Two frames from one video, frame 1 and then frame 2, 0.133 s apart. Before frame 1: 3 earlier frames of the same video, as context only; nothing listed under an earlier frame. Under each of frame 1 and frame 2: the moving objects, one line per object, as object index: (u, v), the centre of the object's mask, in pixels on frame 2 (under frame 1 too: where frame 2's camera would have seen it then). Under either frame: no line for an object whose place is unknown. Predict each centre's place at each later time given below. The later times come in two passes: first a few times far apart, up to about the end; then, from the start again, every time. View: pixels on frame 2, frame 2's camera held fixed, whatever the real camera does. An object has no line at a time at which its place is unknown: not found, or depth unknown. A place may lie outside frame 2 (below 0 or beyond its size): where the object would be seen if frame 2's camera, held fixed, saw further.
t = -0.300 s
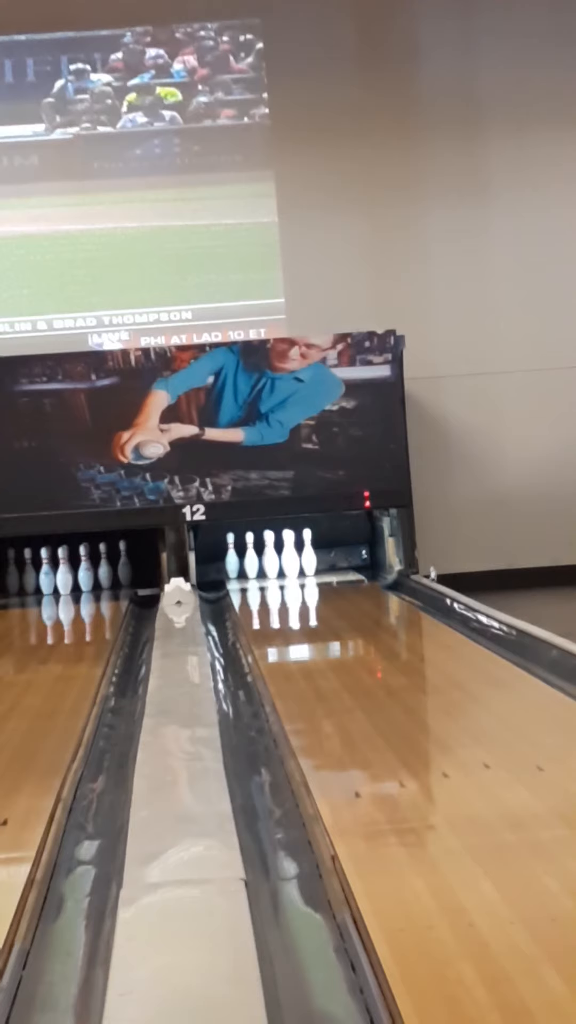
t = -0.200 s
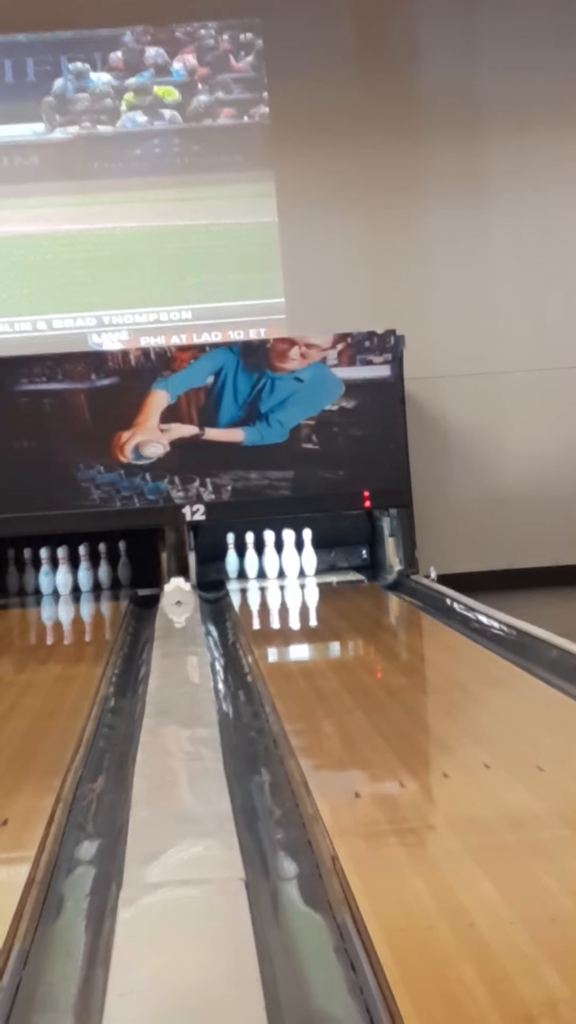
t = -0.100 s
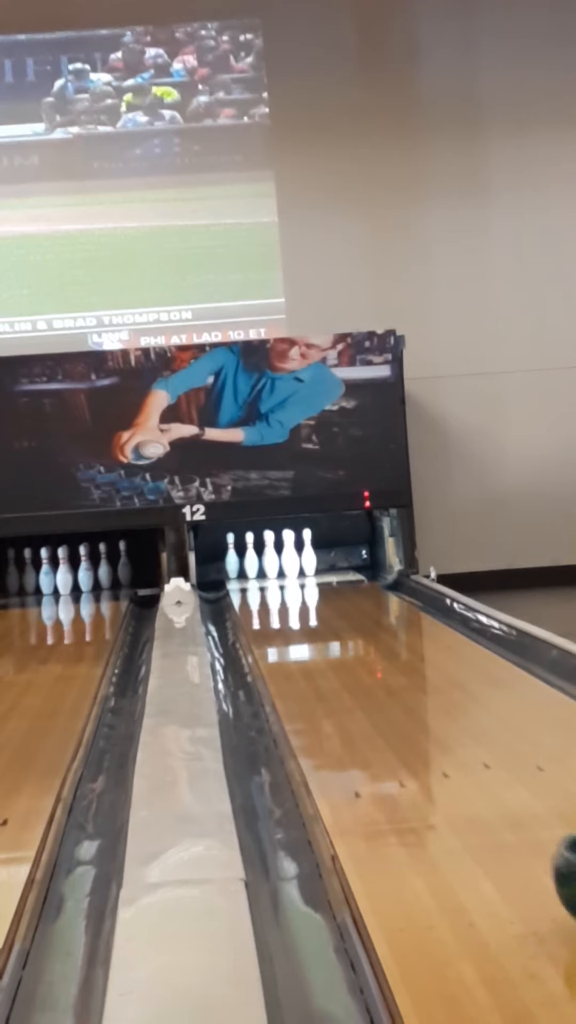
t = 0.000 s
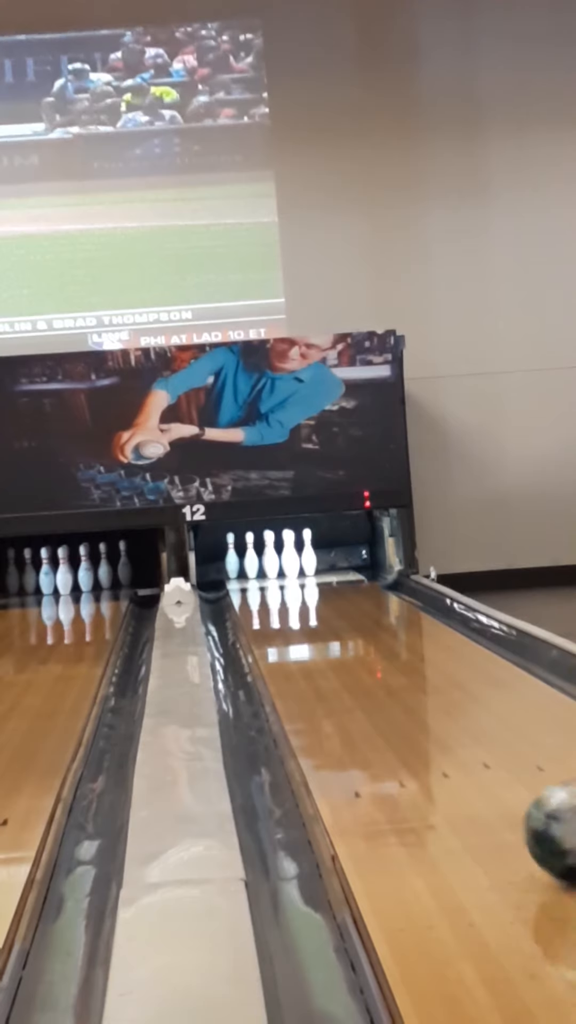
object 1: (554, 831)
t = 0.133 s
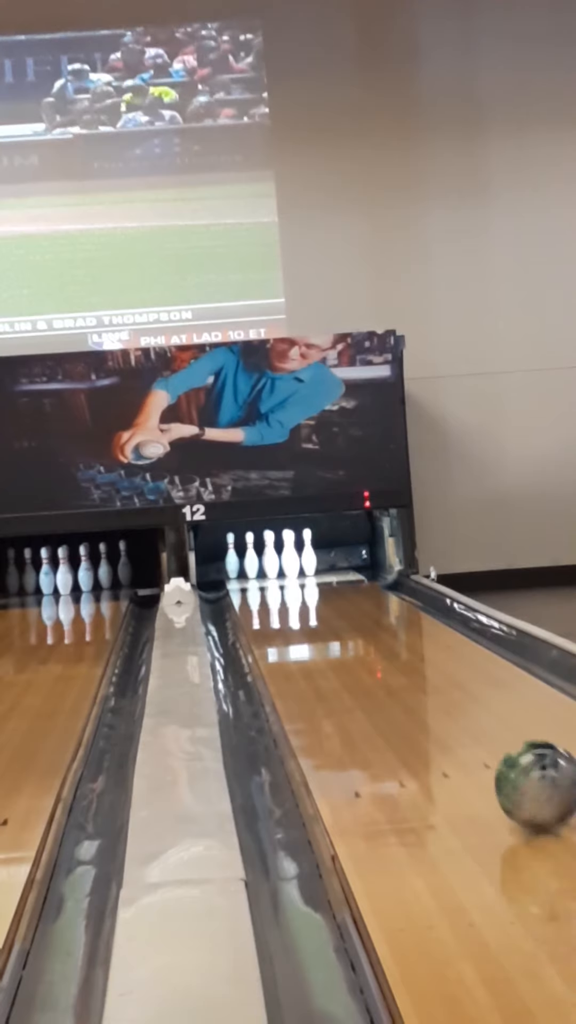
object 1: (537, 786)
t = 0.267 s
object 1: (512, 750)
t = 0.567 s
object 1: (467, 695)
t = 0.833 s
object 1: (441, 660)
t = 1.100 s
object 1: (420, 635)
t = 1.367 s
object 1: (404, 617)
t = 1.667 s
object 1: (390, 600)
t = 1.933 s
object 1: (381, 588)
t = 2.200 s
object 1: (373, 579)
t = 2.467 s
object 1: (367, 571)
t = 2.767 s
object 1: (364, 565)
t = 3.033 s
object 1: (362, 561)
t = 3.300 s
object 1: (360, 566)
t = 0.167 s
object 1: (532, 776)
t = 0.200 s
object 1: (525, 767)
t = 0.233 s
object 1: (518, 759)
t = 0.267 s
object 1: (512, 750)
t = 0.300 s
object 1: (506, 743)
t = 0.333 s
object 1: (500, 736)
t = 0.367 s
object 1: (495, 728)
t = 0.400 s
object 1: (489, 722)
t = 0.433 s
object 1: (485, 716)
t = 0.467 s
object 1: (480, 711)
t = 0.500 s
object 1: (475, 706)
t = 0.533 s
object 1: (471, 701)
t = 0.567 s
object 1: (467, 695)
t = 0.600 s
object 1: (463, 690)
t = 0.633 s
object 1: (460, 686)
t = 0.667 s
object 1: (456, 681)
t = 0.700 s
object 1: (452, 677)
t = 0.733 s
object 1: (449, 672)
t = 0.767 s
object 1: (446, 668)
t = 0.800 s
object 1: (443, 665)
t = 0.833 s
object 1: (441, 660)
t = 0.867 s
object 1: (437, 657)
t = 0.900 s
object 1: (434, 654)
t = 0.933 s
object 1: (431, 651)
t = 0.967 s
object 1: (429, 648)
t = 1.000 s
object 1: (427, 645)
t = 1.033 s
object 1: (424, 642)
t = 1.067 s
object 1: (422, 638)
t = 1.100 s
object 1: (420, 635)
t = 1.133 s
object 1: (418, 633)
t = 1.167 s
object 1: (416, 630)
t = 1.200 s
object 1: (414, 628)
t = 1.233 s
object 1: (411, 626)
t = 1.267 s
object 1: (410, 624)
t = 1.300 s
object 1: (408, 621)
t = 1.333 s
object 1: (406, 619)
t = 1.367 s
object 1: (404, 617)
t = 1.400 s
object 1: (403, 615)
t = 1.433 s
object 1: (401, 612)
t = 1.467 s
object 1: (399, 610)
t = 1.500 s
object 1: (397, 608)
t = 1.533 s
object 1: (396, 607)
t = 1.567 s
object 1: (394, 605)
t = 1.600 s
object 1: (393, 603)
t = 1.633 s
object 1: (392, 602)
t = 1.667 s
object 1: (390, 600)
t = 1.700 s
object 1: (389, 599)
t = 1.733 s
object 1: (388, 597)
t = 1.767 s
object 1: (386, 595)
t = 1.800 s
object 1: (385, 594)
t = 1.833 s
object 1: (384, 592)
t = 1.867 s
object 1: (383, 591)
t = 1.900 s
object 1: (381, 589)
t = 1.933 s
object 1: (381, 588)
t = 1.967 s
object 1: (380, 587)
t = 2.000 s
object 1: (379, 586)
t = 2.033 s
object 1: (378, 584)
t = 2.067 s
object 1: (377, 583)
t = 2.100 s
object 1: (376, 583)
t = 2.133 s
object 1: (374, 582)
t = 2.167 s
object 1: (373, 581)
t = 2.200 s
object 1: (373, 579)
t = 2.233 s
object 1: (373, 578)
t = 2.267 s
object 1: (372, 578)
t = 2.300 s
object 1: (371, 577)
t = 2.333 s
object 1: (370, 575)
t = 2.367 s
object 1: (370, 574)
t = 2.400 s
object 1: (369, 574)
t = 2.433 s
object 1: (369, 573)
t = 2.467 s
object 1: (367, 571)
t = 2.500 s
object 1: (366, 569)
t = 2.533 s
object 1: (366, 570)
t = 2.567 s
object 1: (365, 568)
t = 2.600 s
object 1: (365, 568)
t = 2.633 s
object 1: (365, 567)
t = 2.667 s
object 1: (364, 567)
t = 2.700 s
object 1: (364, 567)
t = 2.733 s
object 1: (363, 566)
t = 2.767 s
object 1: (364, 565)
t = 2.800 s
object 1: (363, 564)
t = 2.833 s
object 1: (362, 563)
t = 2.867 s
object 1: (363, 563)
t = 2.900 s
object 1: (361, 562)
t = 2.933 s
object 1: (361, 561)
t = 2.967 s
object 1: (360, 560)
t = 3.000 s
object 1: (361, 560)
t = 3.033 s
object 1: (362, 561)
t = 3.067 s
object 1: (366, 565)
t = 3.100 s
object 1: (366, 565)
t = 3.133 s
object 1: (365, 565)
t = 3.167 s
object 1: (365, 564)
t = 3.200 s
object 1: (363, 564)
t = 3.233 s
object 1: (362, 567)
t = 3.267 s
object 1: (361, 567)
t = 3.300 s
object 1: (360, 566)
